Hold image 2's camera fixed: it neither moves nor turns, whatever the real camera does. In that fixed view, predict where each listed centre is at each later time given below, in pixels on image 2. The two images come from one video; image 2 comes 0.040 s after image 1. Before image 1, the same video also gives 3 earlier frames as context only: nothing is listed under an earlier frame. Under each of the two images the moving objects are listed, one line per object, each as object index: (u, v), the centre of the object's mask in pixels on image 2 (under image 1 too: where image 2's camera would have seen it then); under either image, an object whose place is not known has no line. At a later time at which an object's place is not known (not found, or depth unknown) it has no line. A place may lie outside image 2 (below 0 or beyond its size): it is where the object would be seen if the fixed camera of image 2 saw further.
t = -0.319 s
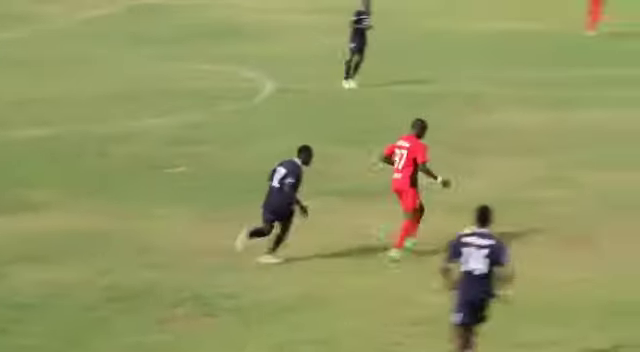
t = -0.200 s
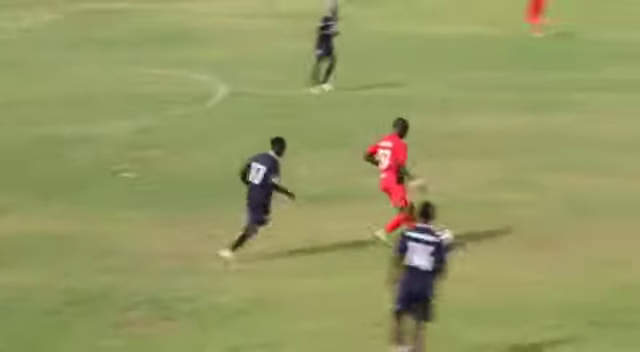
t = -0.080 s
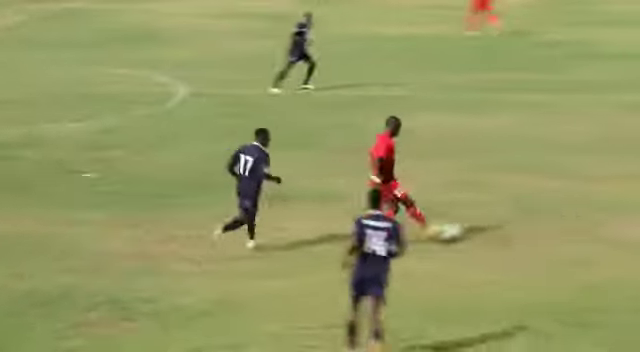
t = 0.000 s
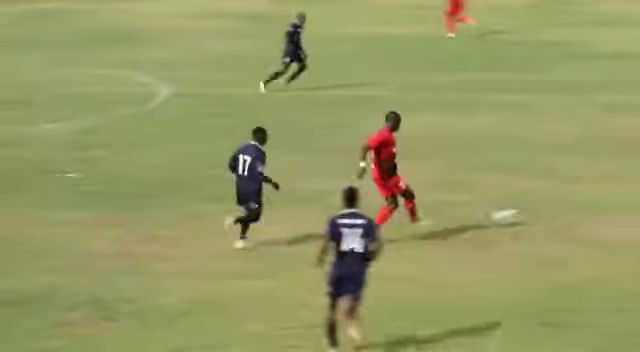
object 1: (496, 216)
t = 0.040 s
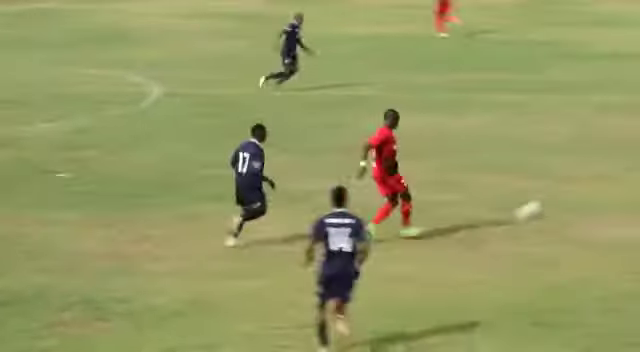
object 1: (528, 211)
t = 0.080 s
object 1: (559, 201)
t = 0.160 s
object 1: (614, 185)
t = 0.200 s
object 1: (641, 180)
